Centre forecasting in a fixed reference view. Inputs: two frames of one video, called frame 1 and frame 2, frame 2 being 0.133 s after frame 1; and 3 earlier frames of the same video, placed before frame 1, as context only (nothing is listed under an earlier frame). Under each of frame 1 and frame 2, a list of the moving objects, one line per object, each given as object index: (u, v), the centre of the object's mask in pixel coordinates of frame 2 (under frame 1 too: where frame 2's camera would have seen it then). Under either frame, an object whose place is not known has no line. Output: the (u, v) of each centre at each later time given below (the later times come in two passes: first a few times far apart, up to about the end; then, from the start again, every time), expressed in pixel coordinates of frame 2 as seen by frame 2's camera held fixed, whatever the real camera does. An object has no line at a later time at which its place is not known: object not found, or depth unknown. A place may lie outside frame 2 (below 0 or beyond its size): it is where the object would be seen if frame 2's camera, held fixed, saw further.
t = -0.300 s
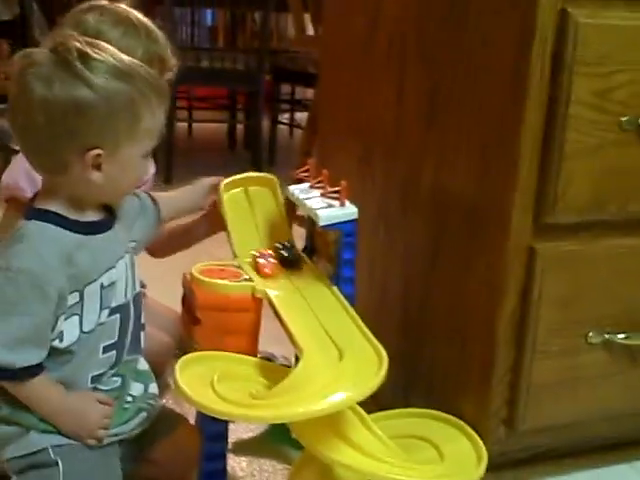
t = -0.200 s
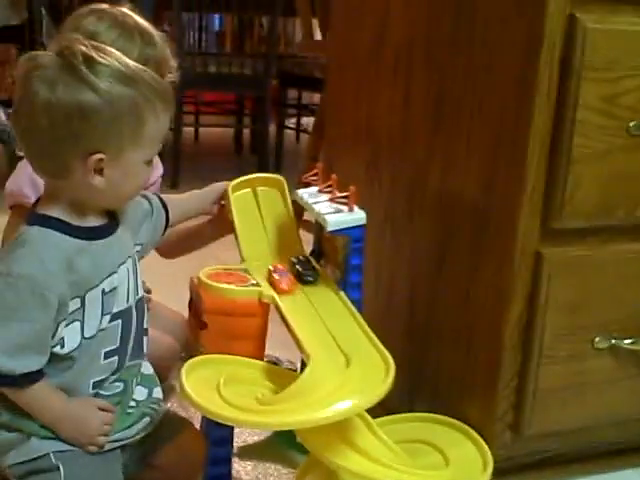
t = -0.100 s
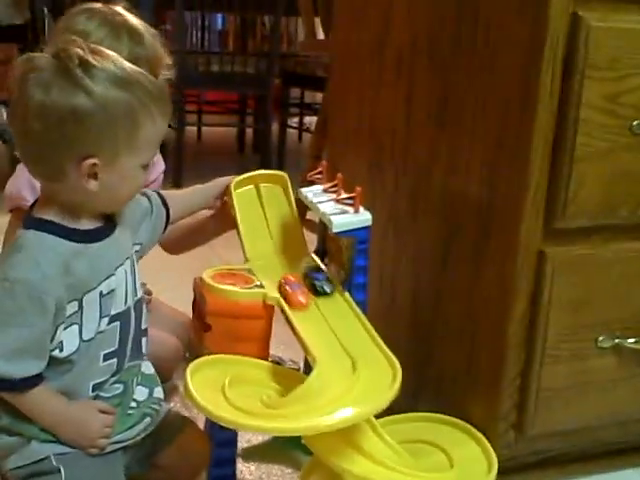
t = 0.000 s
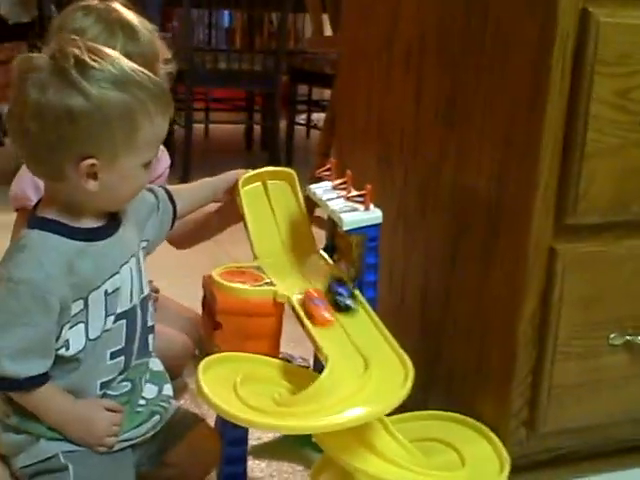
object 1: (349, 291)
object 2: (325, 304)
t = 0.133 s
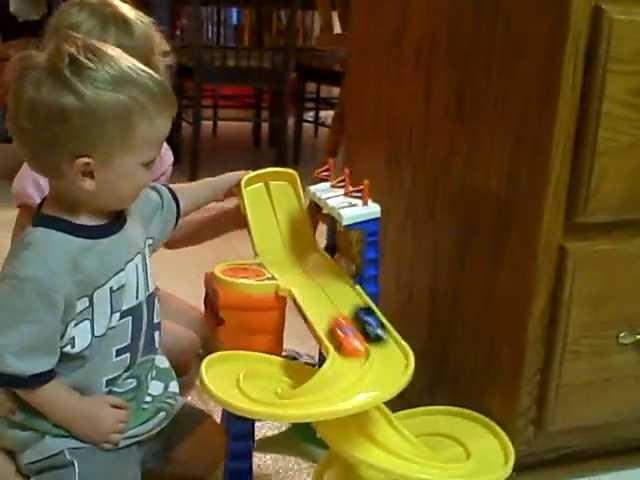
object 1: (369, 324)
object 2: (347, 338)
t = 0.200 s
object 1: (385, 343)
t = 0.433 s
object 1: (356, 393)
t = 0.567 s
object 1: (299, 401)
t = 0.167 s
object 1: (376, 334)
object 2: (350, 347)
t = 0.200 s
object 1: (385, 343)
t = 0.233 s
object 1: (393, 353)
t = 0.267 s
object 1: (396, 362)
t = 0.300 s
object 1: (394, 370)
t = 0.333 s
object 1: (388, 377)
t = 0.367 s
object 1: (380, 384)
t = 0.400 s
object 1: (368, 389)
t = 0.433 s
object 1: (356, 393)
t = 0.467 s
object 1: (343, 395)
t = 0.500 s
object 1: (328, 397)
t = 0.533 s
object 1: (312, 400)
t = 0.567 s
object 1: (299, 401)
